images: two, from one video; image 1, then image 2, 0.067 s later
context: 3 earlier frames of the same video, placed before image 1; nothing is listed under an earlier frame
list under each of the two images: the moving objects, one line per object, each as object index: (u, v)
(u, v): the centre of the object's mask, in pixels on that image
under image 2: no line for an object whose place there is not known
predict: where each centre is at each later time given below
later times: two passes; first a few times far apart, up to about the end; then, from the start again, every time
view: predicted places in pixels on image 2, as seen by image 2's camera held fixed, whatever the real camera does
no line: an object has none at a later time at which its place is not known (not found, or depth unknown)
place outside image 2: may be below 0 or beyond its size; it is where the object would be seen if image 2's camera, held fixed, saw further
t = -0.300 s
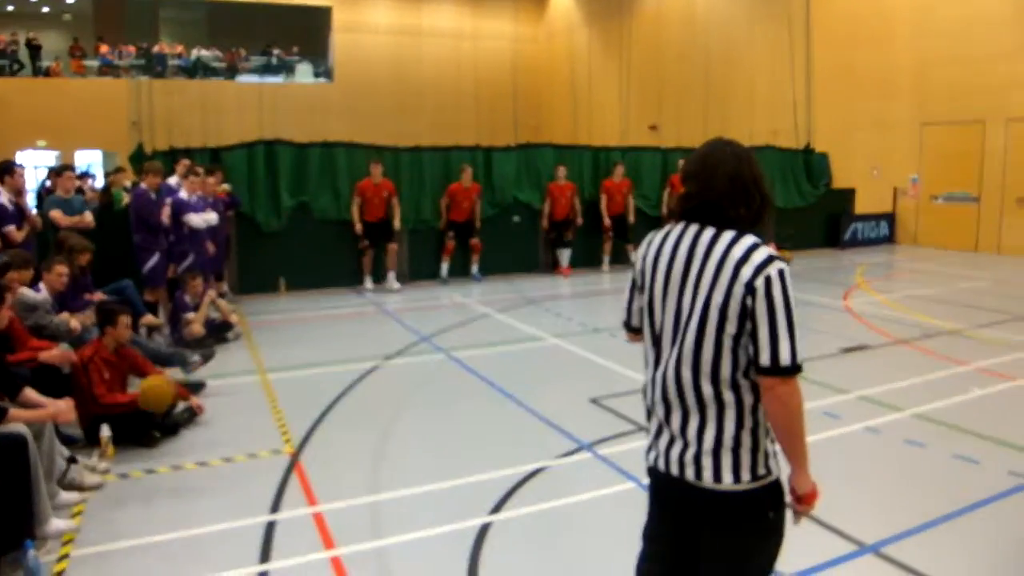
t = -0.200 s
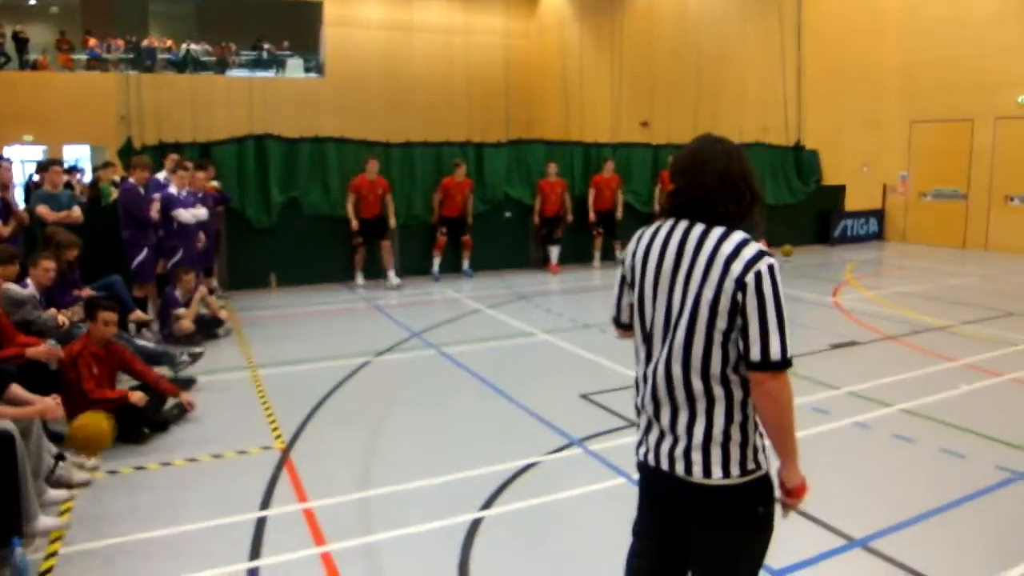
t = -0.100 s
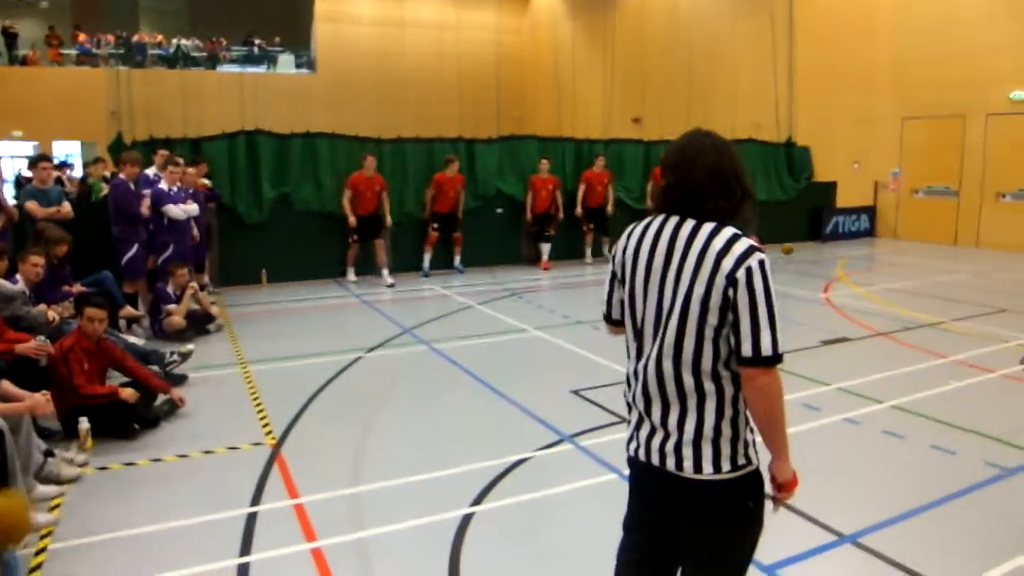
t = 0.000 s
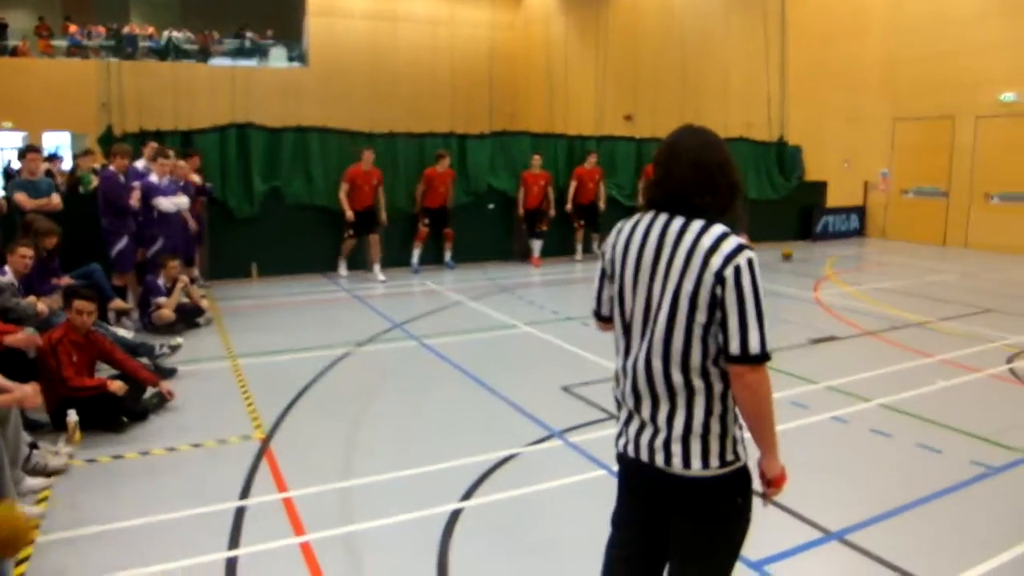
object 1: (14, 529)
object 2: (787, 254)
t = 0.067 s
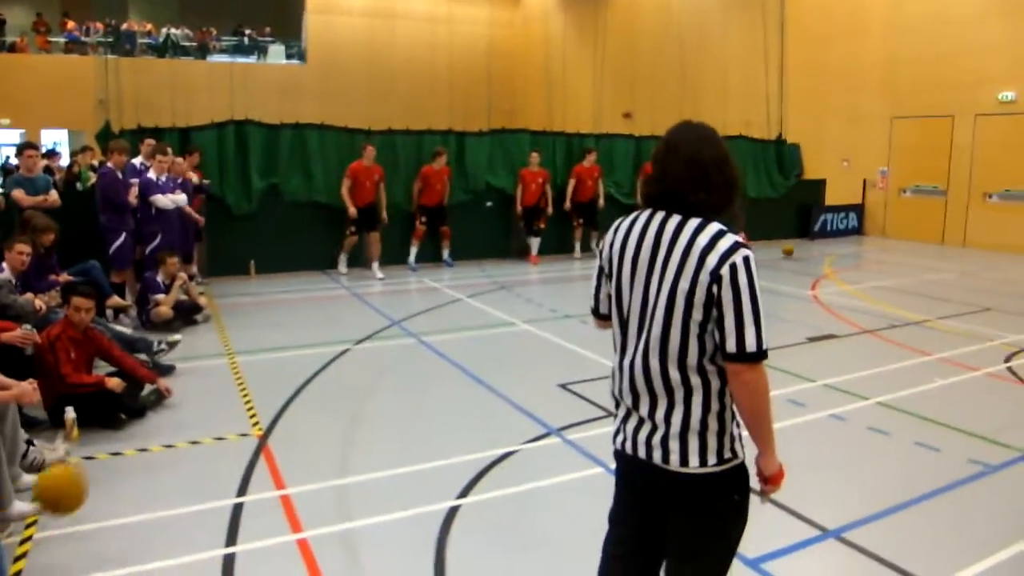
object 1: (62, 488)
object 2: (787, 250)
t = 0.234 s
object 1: (180, 455)
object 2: (798, 252)
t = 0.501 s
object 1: (279, 400)
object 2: (810, 256)
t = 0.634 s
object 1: (311, 393)
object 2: (817, 258)
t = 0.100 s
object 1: (90, 476)
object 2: (790, 250)
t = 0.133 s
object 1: (115, 466)
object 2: (792, 249)
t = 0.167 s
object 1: (138, 461)
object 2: (795, 250)
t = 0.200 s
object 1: (160, 457)
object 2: (796, 250)
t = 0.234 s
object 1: (180, 455)
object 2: (798, 252)
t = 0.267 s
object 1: (199, 456)
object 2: (800, 253)
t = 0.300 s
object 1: (218, 460)
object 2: (801, 253)
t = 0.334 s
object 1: (231, 453)
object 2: (803, 252)
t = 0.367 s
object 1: (241, 436)
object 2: (805, 252)
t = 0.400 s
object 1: (250, 423)
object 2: (807, 253)
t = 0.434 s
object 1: (260, 414)
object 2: (808, 255)
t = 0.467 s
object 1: (270, 405)
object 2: (809, 256)
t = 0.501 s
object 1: (279, 400)
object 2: (810, 256)
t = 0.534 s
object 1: (287, 396)
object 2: (812, 256)
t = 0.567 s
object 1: (295, 393)
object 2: (814, 256)
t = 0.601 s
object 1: (303, 392)
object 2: (815, 257)
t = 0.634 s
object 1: (311, 393)
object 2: (817, 258)
